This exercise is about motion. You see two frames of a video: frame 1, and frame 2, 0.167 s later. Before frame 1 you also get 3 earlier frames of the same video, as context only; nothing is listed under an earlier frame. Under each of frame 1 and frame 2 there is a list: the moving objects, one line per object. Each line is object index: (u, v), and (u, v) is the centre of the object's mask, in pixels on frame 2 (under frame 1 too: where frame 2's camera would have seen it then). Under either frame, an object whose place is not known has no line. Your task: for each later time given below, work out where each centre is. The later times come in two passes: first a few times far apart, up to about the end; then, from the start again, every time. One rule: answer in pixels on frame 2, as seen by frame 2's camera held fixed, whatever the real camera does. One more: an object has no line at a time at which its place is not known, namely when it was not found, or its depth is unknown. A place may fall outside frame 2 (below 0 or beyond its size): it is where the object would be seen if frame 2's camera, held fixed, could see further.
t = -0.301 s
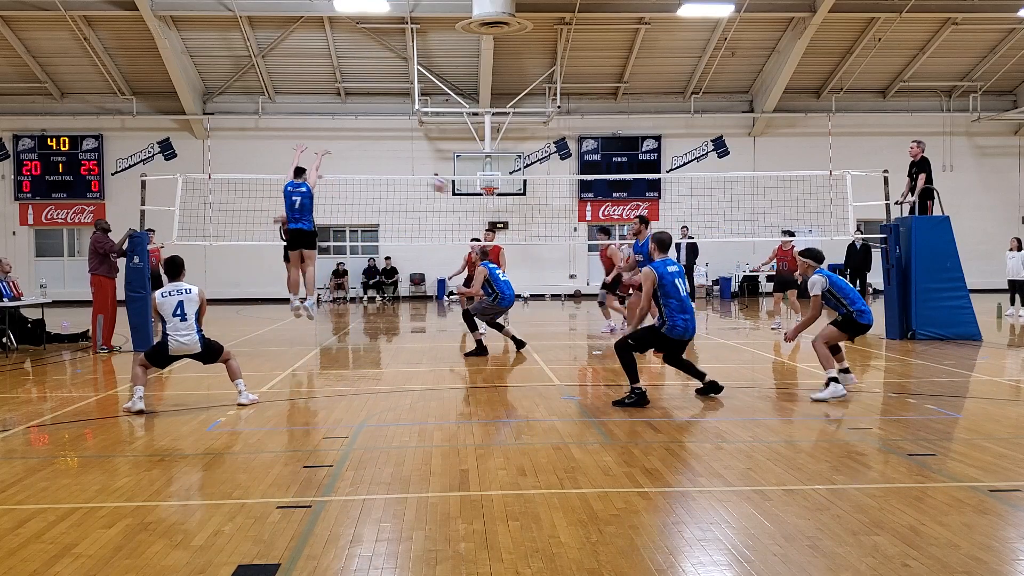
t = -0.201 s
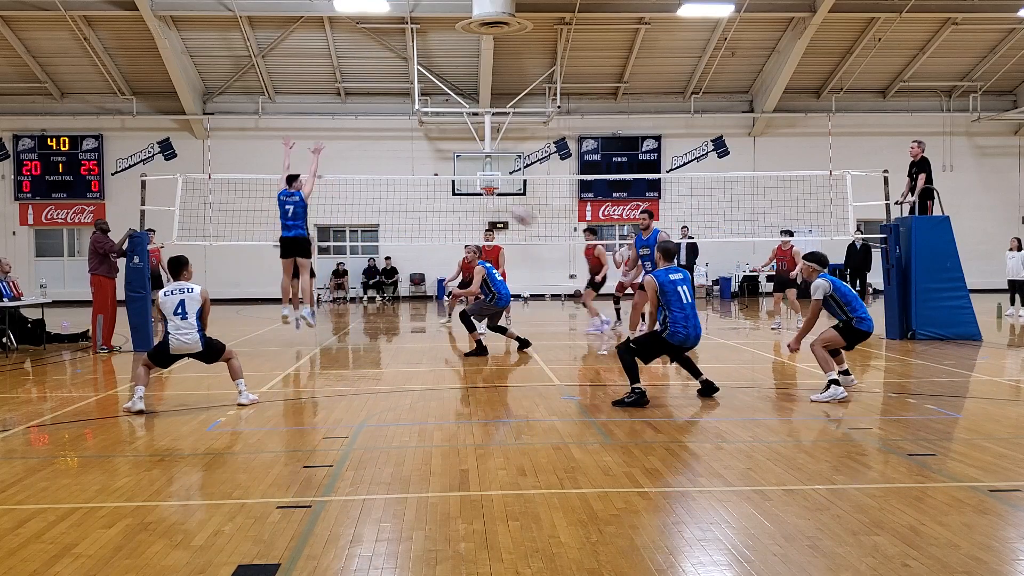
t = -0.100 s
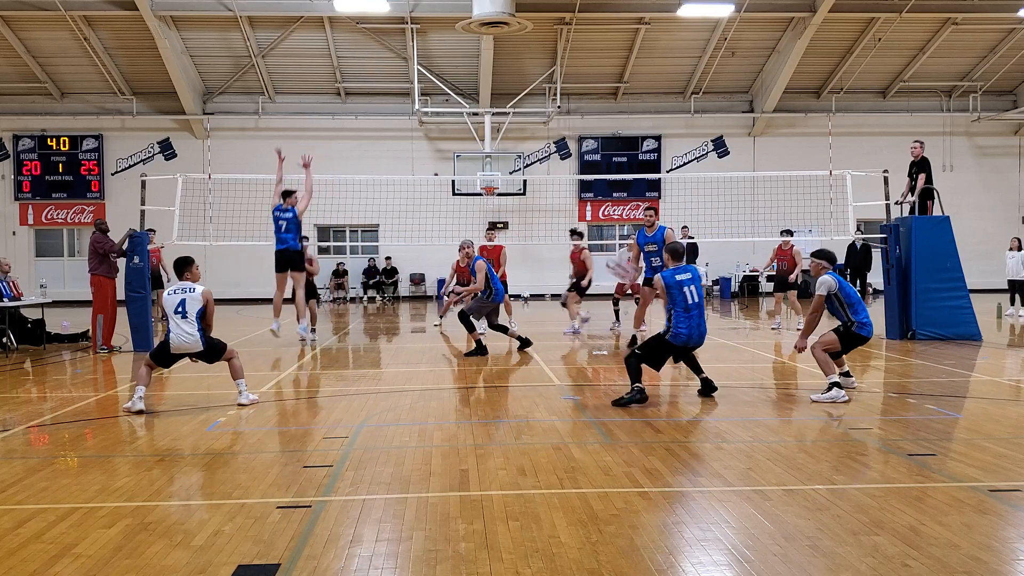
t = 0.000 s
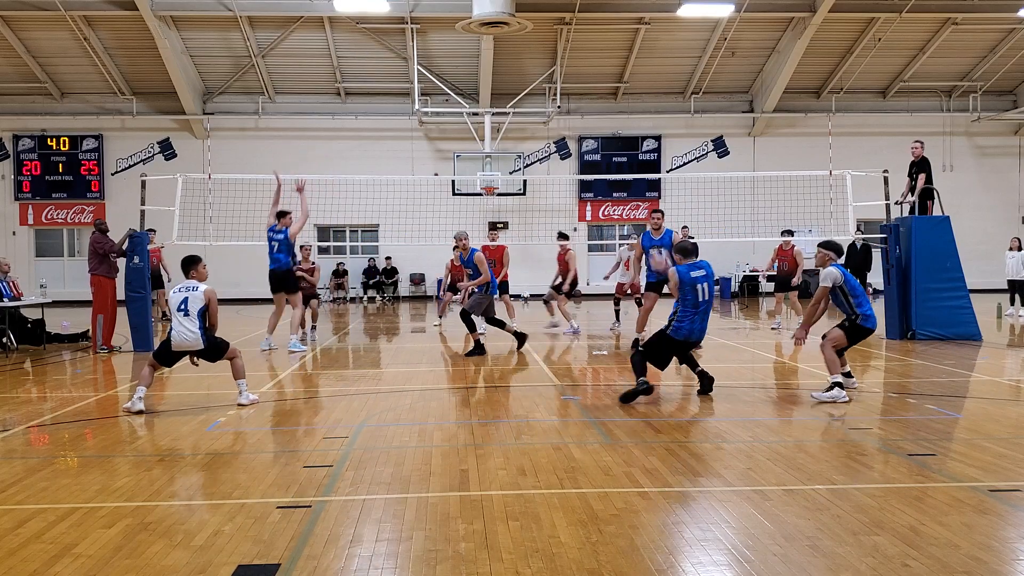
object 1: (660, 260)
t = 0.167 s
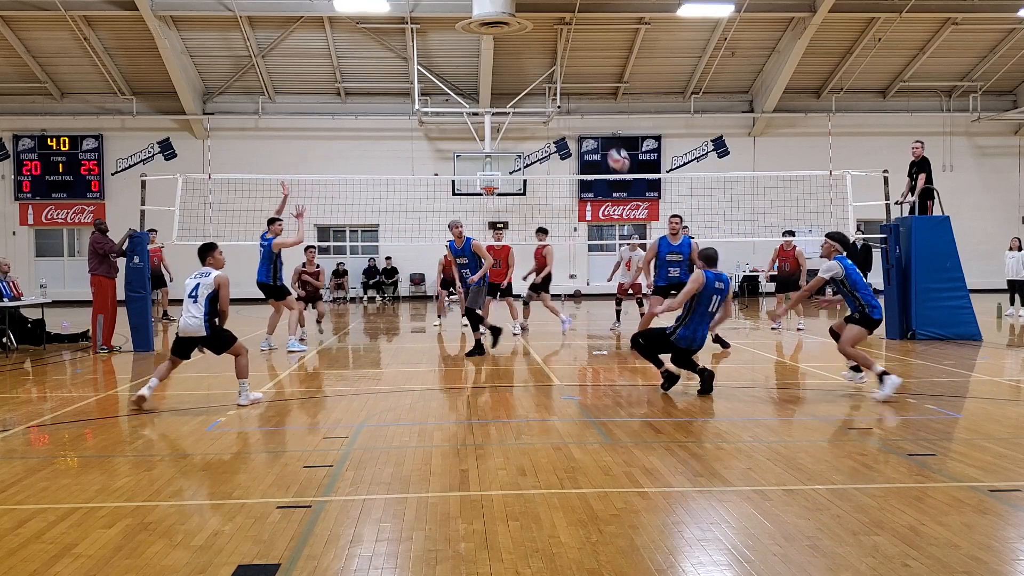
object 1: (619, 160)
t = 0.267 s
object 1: (595, 114)
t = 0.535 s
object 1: (539, 49)
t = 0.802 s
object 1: (489, 50)
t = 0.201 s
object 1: (611, 145)
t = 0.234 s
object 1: (604, 129)
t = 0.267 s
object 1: (595, 114)
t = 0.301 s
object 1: (588, 102)
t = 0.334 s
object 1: (581, 93)
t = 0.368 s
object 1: (573, 83)
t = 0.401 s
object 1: (567, 73)
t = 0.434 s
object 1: (559, 65)
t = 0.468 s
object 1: (553, 58)
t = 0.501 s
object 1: (546, 54)
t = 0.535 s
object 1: (539, 49)
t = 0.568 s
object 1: (533, 46)
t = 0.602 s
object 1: (526, 43)
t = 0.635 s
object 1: (520, 42)
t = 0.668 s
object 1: (514, 42)
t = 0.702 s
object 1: (507, 43)
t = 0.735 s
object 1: (502, 44)
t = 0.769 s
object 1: (495, 46)
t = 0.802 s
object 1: (489, 50)
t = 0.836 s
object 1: (484, 55)
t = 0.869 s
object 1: (477, 60)
